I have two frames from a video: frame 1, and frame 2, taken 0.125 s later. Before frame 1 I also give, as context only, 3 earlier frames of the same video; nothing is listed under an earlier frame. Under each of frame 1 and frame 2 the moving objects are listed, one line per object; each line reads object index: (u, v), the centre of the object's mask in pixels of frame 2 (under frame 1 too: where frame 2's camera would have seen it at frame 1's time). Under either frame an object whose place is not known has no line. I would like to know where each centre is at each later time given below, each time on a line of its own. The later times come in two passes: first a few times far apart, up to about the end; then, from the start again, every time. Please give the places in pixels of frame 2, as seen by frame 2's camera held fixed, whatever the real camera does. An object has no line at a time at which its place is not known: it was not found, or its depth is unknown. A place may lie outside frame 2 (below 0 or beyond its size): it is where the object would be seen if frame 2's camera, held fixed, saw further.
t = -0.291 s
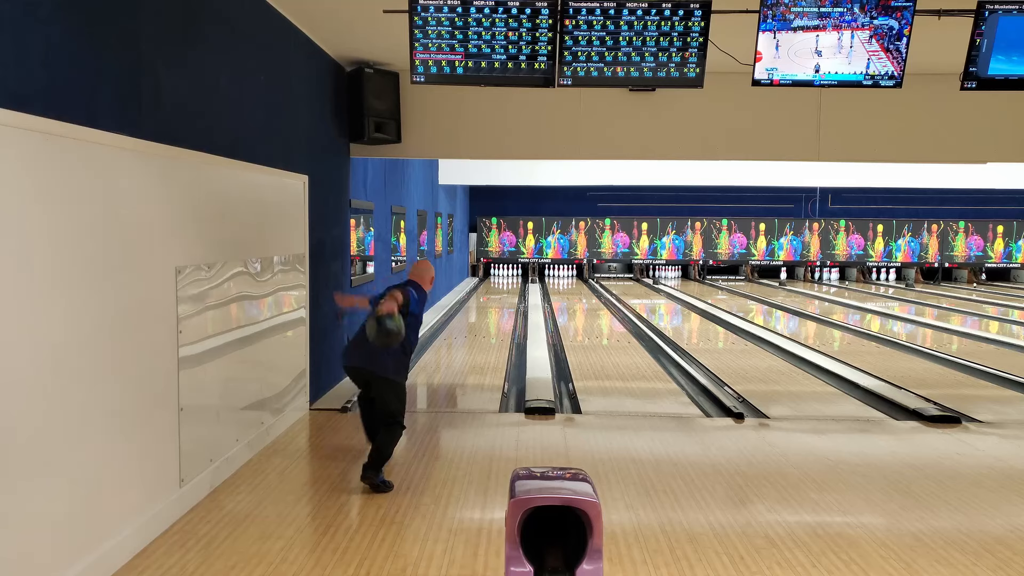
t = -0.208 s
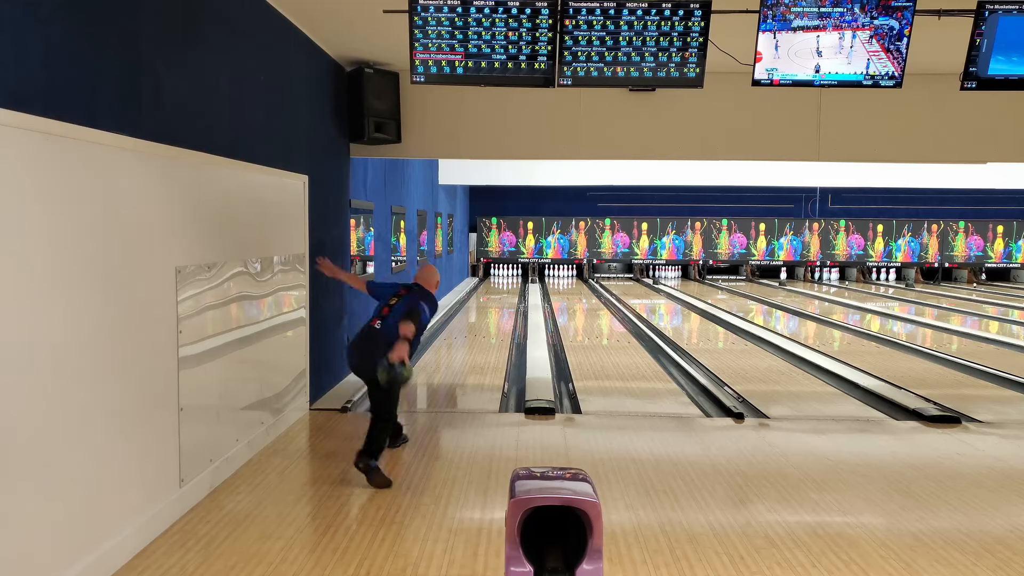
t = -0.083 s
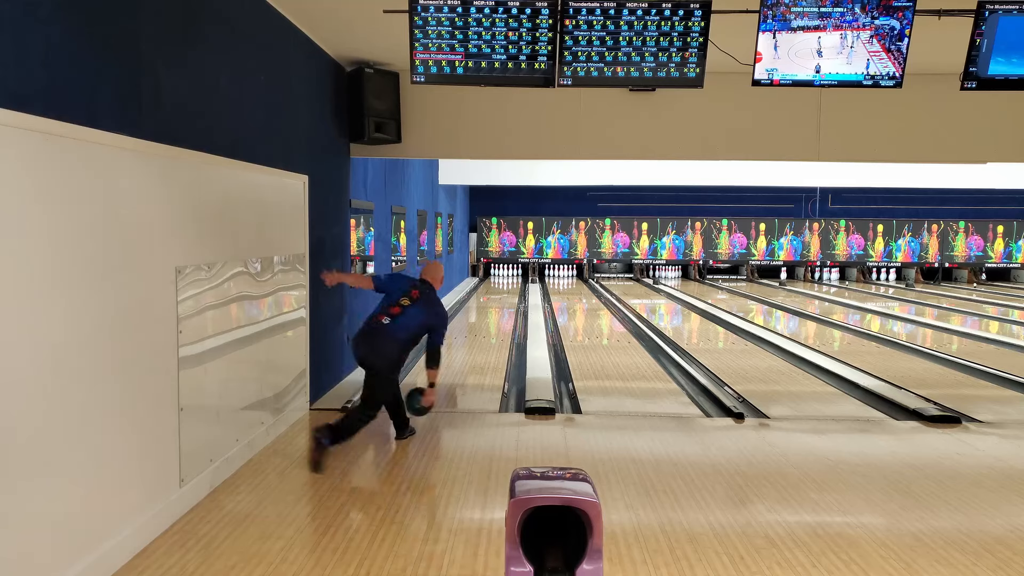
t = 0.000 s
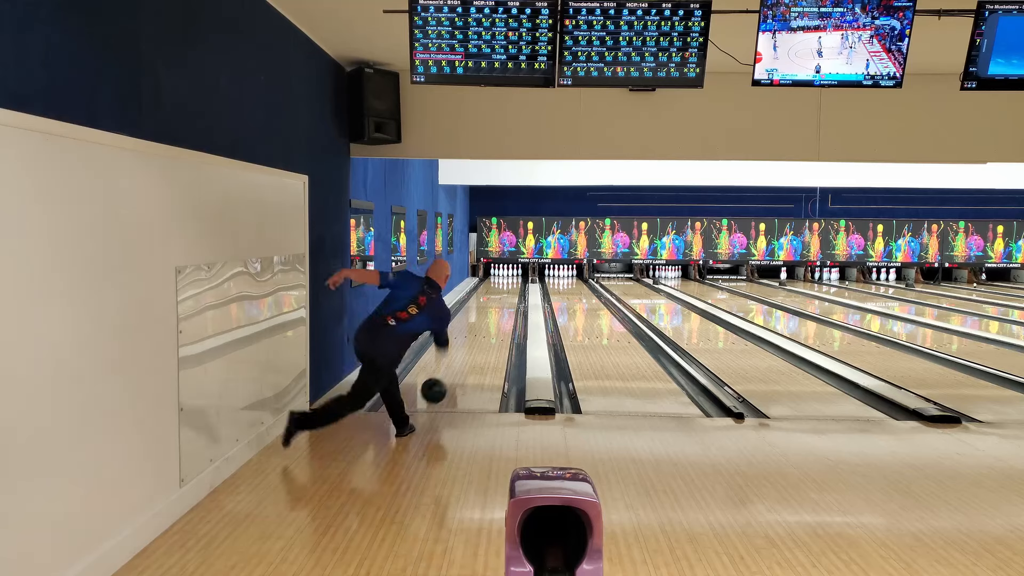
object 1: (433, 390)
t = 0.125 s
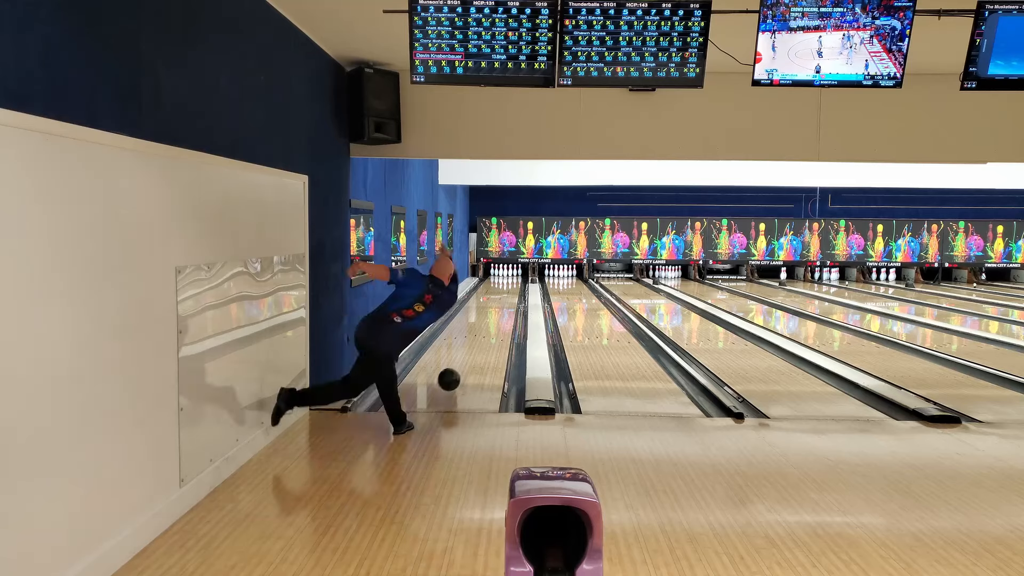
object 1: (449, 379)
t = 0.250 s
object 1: (461, 370)
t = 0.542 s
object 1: (481, 338)
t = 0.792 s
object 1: (492, 322)
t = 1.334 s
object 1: (506, 298)
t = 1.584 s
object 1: (510, 291)
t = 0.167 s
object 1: (454, 380)
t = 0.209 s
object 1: (458, 374)
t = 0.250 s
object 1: (461, 370)
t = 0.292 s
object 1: (465, 363)
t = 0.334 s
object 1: (469, 357)
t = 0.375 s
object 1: (471, 353)
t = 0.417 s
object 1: (475, 348)
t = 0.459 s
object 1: (477, 345)
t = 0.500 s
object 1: (480, 341)
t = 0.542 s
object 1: (481, 338)
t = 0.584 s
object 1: (483, 335)
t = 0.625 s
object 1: (485, 333)
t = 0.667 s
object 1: (487, 329)
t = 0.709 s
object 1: (489, 327)
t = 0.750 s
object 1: (490, 324)
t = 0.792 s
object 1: (492, 322)
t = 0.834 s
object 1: (493, 319)
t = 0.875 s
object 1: (495, 318)
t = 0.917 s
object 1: (496, 315)
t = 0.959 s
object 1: (497, 313)
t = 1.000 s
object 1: (499, 311)
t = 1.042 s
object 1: (500, 309)
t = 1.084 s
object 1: (501, 307)
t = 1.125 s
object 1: (502, 306)
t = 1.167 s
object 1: (503, 304)
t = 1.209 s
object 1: (504, 303)
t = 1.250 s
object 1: (504, 301)
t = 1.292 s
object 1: (505, 300)
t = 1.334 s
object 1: (506, 298)
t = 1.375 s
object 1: (507, 297)
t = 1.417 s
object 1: (507, 295)
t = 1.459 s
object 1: (508, 295)
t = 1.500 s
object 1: (509, 293)
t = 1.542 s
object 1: (509, 292)
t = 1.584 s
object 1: (510, 291)
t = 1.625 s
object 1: (510, 290)
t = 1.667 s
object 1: (510, 289)
